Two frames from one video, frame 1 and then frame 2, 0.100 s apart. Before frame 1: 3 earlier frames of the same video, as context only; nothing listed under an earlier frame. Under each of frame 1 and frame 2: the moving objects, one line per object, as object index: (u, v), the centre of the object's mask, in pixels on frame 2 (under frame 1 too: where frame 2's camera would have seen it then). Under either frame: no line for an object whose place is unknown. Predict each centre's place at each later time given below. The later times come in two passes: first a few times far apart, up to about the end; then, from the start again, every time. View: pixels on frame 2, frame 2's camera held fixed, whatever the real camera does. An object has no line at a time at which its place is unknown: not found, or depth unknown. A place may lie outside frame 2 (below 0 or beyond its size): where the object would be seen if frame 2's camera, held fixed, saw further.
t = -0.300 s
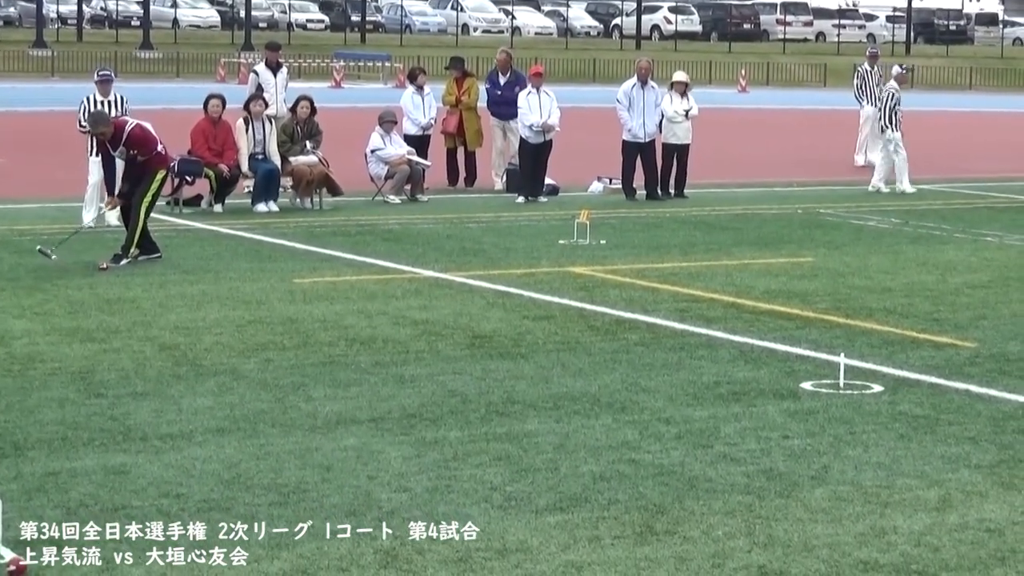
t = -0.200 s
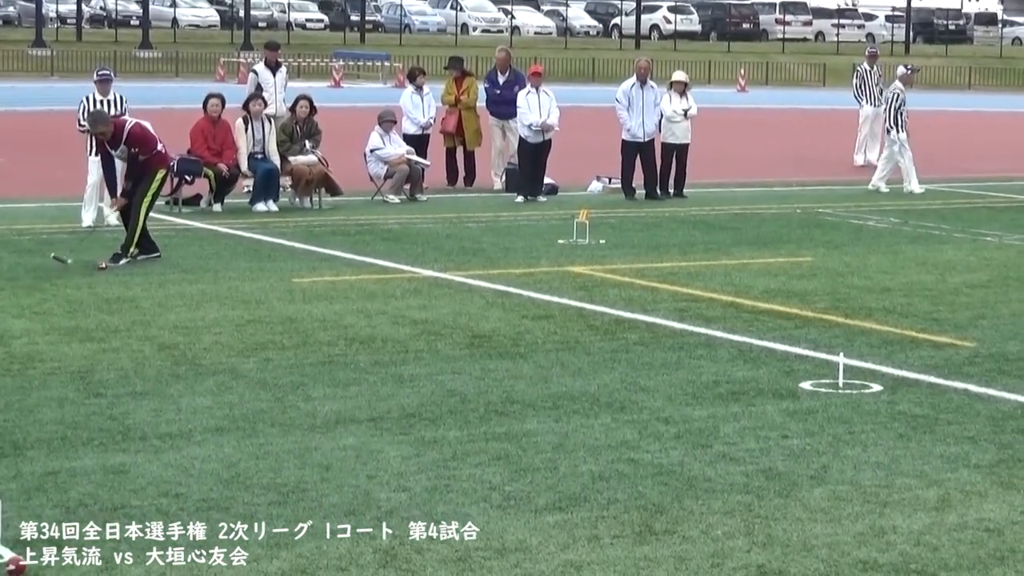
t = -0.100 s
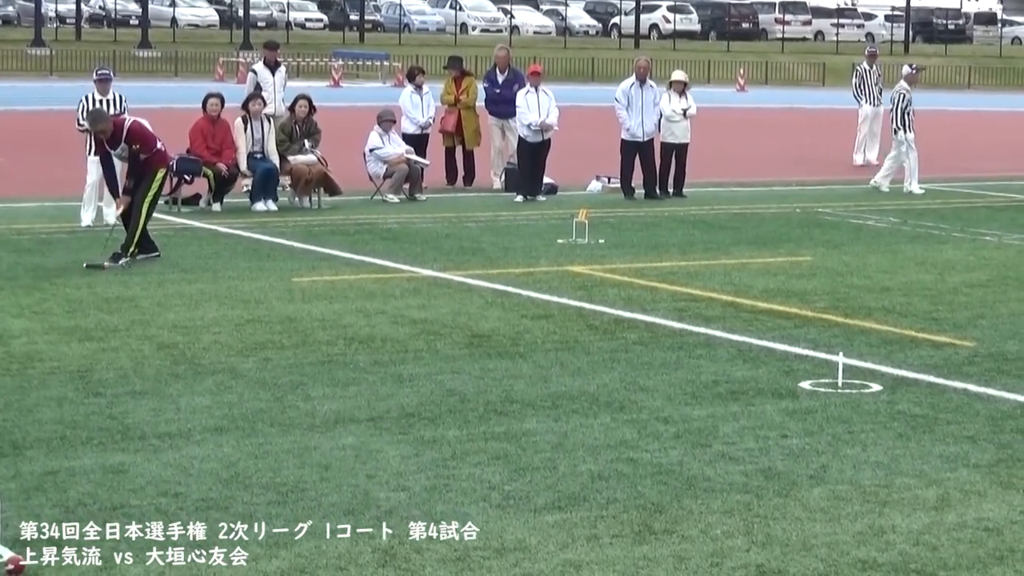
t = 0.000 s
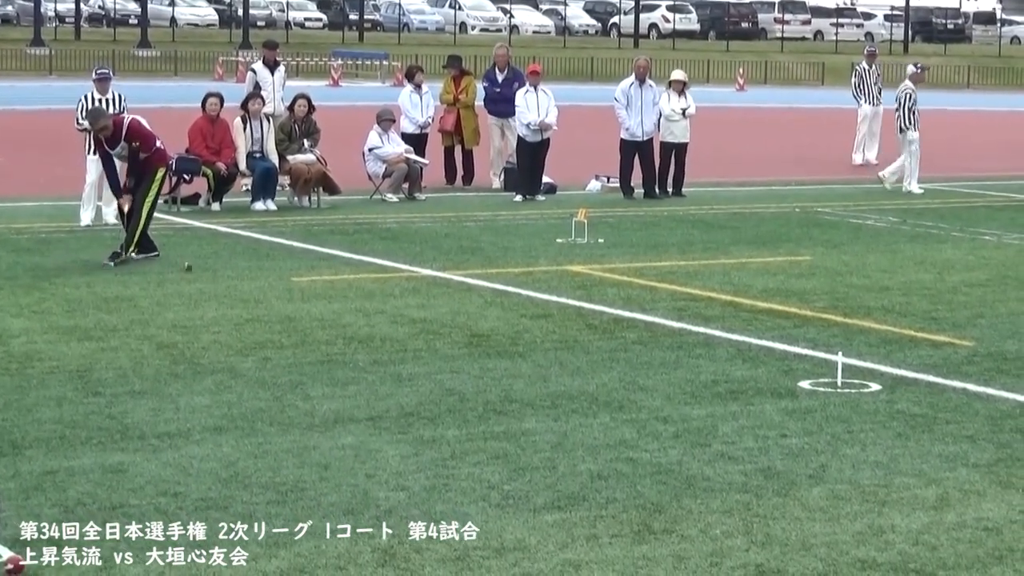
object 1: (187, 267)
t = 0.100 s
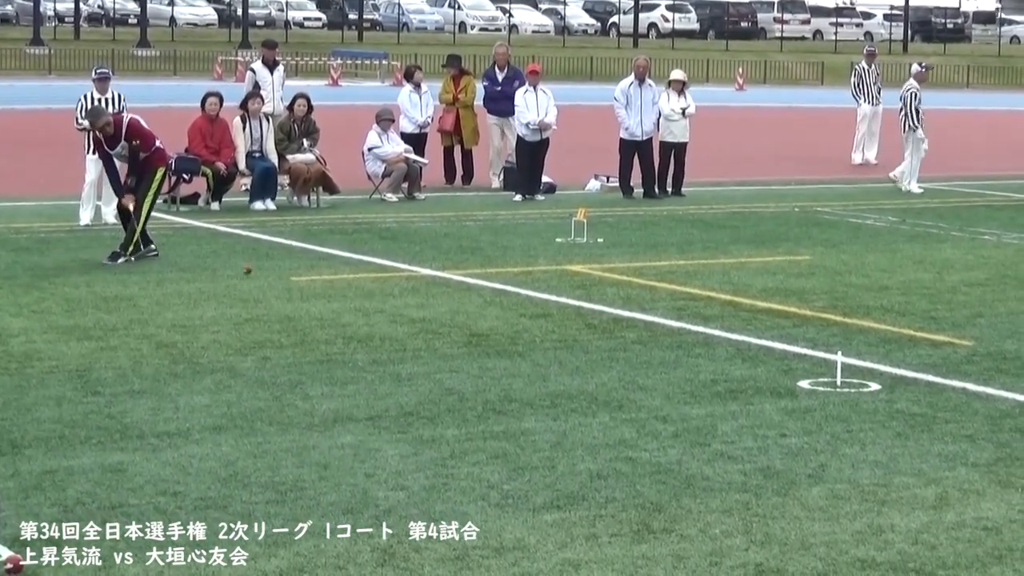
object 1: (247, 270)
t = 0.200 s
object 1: (301, 276)
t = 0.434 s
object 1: (413, 281)
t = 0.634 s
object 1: (502, 286)
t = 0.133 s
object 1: (265, 270)
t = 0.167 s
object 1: (284, 272)
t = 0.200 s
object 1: (301, 276)
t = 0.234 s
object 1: (319, 277)
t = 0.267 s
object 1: (335, 275)
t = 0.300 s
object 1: (350, 275)
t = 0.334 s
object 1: (366, 276)
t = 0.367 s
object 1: (381, 280)
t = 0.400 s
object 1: (397, 281)
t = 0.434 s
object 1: (413, 281)
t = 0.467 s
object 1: (428, 281)
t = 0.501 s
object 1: (443, 283)
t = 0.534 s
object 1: (458, 285)
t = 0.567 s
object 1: (473, 284)
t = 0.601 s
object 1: (487, 284)
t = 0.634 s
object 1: (502, 286)
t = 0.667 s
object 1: (516, 288)
